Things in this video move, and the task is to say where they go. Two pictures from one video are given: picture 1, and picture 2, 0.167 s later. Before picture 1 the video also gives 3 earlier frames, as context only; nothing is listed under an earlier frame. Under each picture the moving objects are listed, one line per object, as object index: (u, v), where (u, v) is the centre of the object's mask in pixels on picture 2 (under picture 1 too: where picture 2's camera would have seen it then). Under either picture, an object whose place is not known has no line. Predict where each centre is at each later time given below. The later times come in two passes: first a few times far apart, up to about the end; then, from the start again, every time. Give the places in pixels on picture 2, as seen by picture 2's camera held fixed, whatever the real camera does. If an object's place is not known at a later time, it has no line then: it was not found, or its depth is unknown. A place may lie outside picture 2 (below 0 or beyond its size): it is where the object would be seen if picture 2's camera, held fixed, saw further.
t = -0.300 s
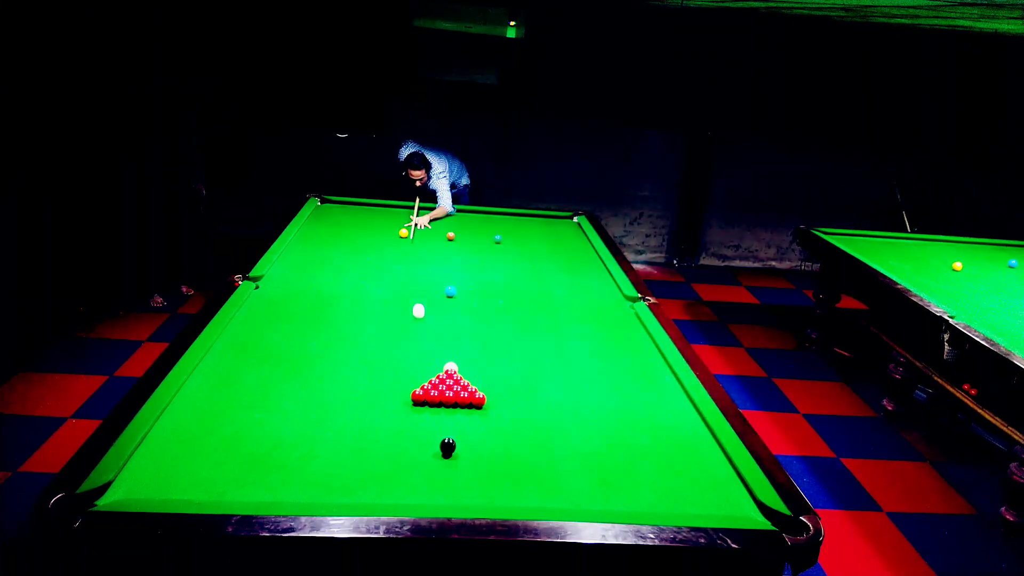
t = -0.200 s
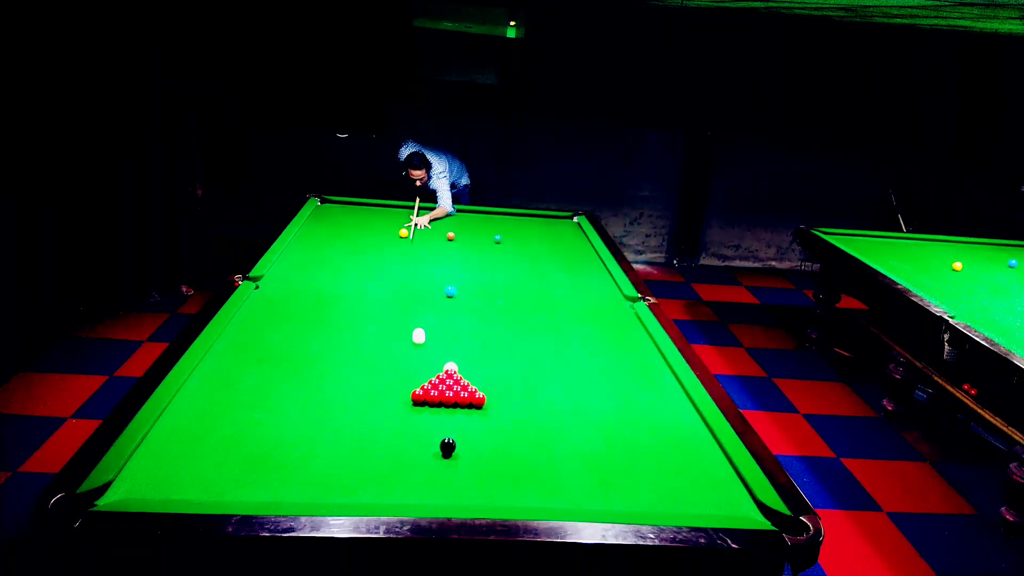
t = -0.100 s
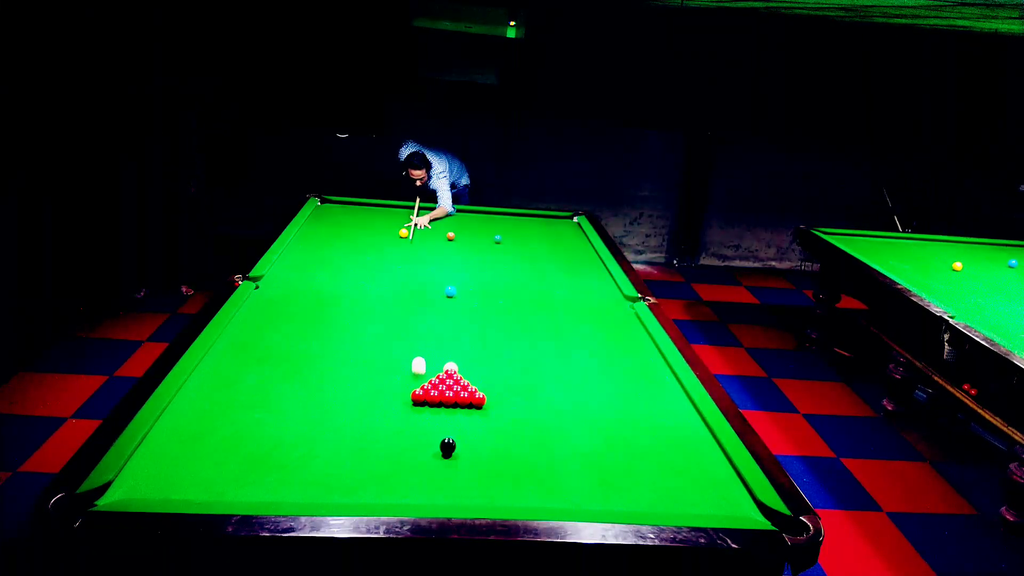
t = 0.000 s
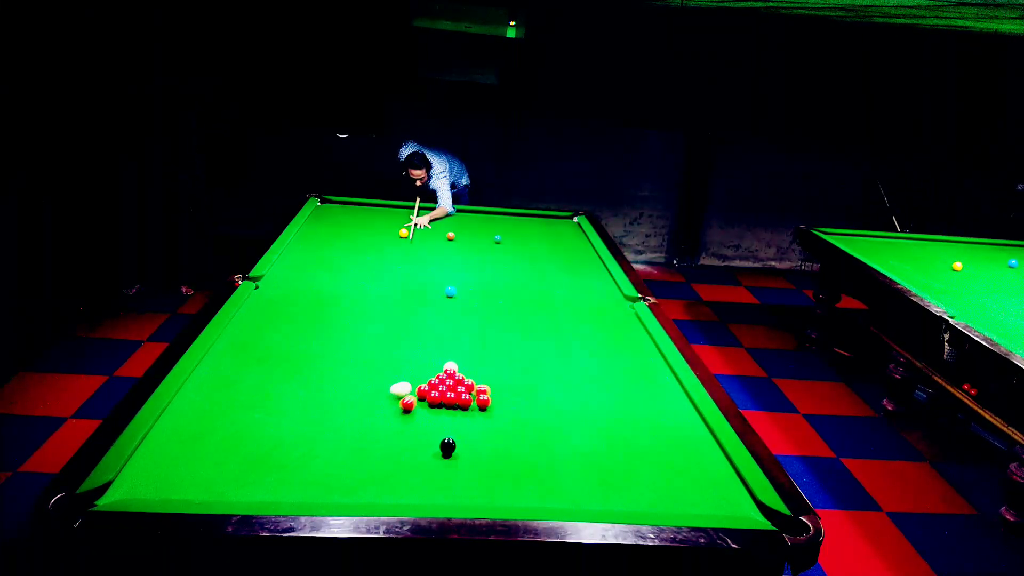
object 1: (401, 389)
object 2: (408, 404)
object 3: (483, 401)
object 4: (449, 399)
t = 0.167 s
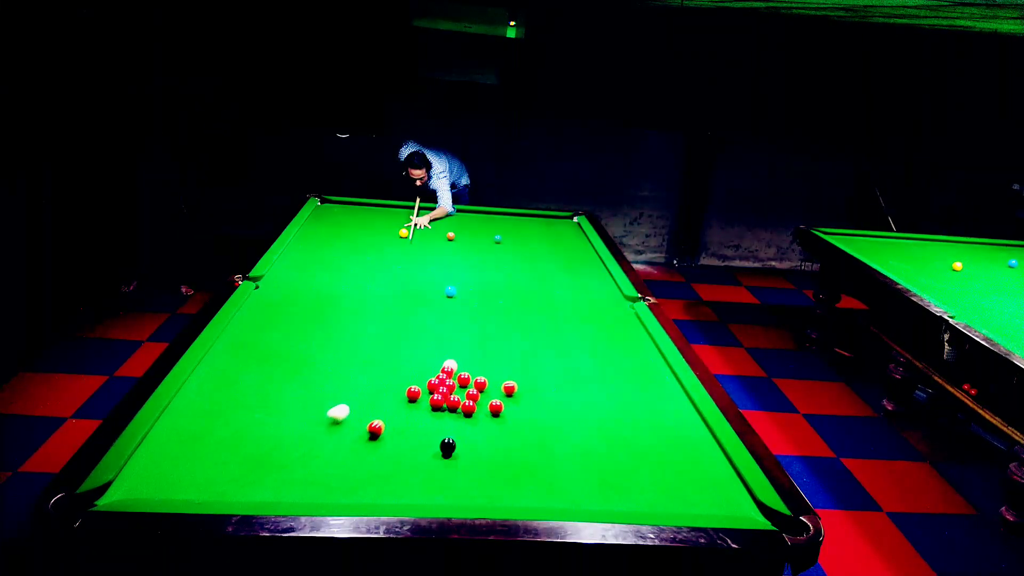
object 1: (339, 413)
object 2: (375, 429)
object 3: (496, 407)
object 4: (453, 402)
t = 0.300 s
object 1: (287, 441)
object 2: (349, 450)
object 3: (506, 411)
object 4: (456, 405)
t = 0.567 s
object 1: (168, 487)
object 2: (289, 494)
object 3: (525, 419)
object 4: (460, 410)
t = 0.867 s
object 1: (205, 438)
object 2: (273, 467)
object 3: (545, 428)
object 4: (464, 414)
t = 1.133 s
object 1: (289, 403)
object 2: (265, 438)
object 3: (561, 436)
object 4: (467, 416)
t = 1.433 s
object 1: (363, 372)
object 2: (257, 413)
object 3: (578, 443)
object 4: (470, 418)
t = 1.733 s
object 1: (422, 348)
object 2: (250, 391)
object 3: (593, 450)
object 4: (470, 419)
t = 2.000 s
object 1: (465, 330)
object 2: (244, 375)
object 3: (604, 455)
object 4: (470, 419)
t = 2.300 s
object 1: (505, 313)
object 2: (238, 360)
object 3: (614, 460)
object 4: (470, 419)
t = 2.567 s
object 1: (536, 300)
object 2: (233, 348)
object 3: (620, 462)
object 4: (470, 419)
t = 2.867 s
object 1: (565, 288)
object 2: (228, 336)
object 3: (624, 464)
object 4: (470, 419)
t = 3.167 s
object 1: (590, 277)
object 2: (237, 329)
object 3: (625, 465)
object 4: (470, 419)
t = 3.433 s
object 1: (600, 269)
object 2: (246, 323)
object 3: (625, 465)
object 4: (470, 419)
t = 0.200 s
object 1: (326, 419)
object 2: (369, 434)
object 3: (498, 408)
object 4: (454, 403)
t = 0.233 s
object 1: (313, 426)
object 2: (362, 440)
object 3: (501, 409)
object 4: (455, 403)
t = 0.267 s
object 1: (300, 433)
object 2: (356, 445)
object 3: (503, 410)
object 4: (455, 404)
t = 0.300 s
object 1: (287, 441)
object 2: (349, 450)
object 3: (506, 411)
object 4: (456, 405)
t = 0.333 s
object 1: (273, 448)
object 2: (342, 456)
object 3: (508, 412)
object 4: (456, 406)
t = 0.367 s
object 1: (258, 456)
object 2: (335, 461)
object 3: (510, 413)
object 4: (457, 406)
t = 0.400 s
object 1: (243, 464)
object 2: (327, 467)
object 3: (513, 414)
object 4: (458, 407)
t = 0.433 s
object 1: (228, 472)
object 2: (320, 473)
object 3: (515, 415)
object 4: (458, 407)
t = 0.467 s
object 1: (212, 481)
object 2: (312, 479)
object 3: (518, 416)
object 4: (459, 408)
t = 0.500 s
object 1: (195, 489)
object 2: (304, 486)
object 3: (520, 417)
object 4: (459, 409)
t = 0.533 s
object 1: (179, 493)
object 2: (296, 490)
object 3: (522, 418)
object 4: (460, 409)
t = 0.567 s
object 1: (168, 487)
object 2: (289, 494)
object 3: (525, 419)
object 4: (460, 410)
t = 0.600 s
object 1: (157, 481)
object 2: (282, 496)
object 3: (527, 421)
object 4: (461, 410)
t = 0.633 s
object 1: (147, 474)
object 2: (281, 493)
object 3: (529, 421)
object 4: (461, 411)
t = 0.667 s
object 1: (137, 468)
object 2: (279, 490)
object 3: (531, 422)
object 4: (462, 411)
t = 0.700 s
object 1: (142, 463)
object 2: (278, 487)
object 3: (534, 423)
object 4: (462, 412)
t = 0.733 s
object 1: (157, 457)
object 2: (277, 482)
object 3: (536, 424)
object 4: (463, 412)
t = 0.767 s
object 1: (170, 452)
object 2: (276, 478)
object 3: (538, 425)
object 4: (463, 413)
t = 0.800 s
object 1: (182, 447)
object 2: (275, 474)
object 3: (540, 427)
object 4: (464, 413)
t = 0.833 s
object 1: (194, 442)
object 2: (274, 470)
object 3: (542, 427)
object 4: (464, 413)
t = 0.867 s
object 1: (205, 438)
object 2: (273, 467)
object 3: (545, 428)
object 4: (464, 414)
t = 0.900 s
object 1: (217, 433)
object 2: (272, 463)
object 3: (547, 429)
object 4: (465, 414)
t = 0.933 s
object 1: (228, 428)
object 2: (271, 459)
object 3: (549, 431)
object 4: (465, 414)
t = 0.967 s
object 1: (239, 424)
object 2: (270, 455)
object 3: (551, 431)
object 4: (465, 415)
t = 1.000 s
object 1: (250, 420)
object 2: (269, 452)
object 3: (553, 432)
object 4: (466, 415)
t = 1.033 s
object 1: (260, 415)
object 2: (268, 449)
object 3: (555, 433)
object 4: (466, 415)
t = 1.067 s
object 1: (270, 411)
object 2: (267, 446)
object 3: (557, 434)
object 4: (467, 416)
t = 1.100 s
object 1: (280, 407)
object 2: (266, 443)
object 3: (559, 435)
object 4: (467, 416)
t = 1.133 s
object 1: (289, 403)
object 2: (265, 438)
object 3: (561, 436)
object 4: (467, 416)
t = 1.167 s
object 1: (298, 399)
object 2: (264, 436)
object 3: (563, 436)
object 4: (468, 416)
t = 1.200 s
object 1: (307, 395)
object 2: (263, 433)
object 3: (565, 437)
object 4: (468, 417)
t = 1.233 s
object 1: (316, 392)
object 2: (263, 429)
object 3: (567, 438)
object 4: (468, 417)
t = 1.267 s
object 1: (324, 388)
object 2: (261, 427)
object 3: (569, 439)
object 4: (469, 417)
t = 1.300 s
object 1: (333, 385)
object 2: (260, 424)
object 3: (571, 440)
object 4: (469, 417)
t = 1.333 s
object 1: (341, 382)
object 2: (260, 420)
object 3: (573, 441)
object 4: (469, 418)
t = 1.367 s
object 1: (348, 378)
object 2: (259, 418)
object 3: (575, 442)
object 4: (470, 418)
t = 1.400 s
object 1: (356, 375)
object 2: (258, 416)
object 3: (576, 442)
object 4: (470, 418)
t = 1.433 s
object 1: (363, 372)
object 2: (257, 413)
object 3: (578, 443)
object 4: (470, 418)
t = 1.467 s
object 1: (371, 369)
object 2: (257, 410)
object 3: (580, 444)
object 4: (470, 418)
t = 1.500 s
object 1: (377, 366)
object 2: (255, 408)
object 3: (581, 445)
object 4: (470, 419)
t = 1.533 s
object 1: (384, 363)
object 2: (255, 405)
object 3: (583, 446)
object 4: (470, 419)
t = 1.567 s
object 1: (391, 361)
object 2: (254, 403)
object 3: (585, 447)
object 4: (470, 419)
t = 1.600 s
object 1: (398, 358)
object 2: (253, 400)
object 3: (586, 447)
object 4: (470, 419)
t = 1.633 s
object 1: (404, 355)
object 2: (252, 398)
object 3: (588, 448)
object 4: (470, 419)
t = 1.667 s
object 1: (410, 352)
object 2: (251, 396)
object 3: (590, 449)
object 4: (470, 419)
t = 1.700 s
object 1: (416, 350)
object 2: (251, 393)
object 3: (591, 449)
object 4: (470, 419)
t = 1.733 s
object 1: (422, 348)
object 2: (250, 391)
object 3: (593, 450)
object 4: (470, 419)
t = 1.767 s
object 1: (428, 345)
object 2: (249, 389)
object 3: (594, 451)
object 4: (470, 419)
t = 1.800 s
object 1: (433, 343)
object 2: (248, 387)
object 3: (596, 452)
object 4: (470, 419)
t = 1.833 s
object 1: (439, 340)
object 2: (247, 385)
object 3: (597, 452)
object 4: (470, 419)
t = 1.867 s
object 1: (444, 338)
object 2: (247, 383)
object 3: (599, 452)
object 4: (470, 419)
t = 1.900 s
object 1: (450, 336)
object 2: (246, 381)
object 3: (600, 453)
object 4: (470, 419)
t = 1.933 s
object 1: (455, 334)
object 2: (245, 379)
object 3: (601, 454)
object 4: (470, 419)
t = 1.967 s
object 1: (460, 332)
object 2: (244, 377)
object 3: (602, 455)
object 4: (470, 419)
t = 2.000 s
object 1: (465, 330)
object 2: (244, 375)
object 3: (604, 455)
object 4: (470, 419)
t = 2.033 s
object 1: (470, 328)
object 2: (243, 373)
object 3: (605, 455)
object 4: (470, 419)
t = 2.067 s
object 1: (474, 326)
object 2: (243, 371)
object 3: (606, 456)
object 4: (470, 419)
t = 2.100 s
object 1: (479, 324)
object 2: (242, 370)
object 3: (608, 457)
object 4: (470, 419)
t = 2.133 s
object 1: (484, 322)
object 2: (241, 368)
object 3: (609, 457)
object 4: (470, 419)
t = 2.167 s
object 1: (488, 320)
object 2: (240, 366)
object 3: (610, 458)
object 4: (470, 419)
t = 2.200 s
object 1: (492, 318)
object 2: (240, 365)
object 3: (611, 458)
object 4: (470, 419)
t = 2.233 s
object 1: (497, 316)
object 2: (239, 363)
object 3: (612, 459)
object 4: (470, 419)
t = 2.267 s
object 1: (501, 315)
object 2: (238, 361)
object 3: (613, 459)
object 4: (470, 419)
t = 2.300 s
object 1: (505, 313)
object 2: (238, 360)
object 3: (614, 460)
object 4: (470, 419)
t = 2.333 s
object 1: (509, 311)
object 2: (237, 358)
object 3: (615, 460)
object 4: (470, 419)
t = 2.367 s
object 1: (513, 310)
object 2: (237, 356)
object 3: (616, 460)
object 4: (470, 419)
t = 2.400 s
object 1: (517, 308)
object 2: (236, 355)
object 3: (617, 461)
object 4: (470, 419)
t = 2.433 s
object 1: (521, 306)
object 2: (235, 353)
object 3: (617, 461)
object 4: (470, 419)
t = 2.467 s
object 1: (525, 305)
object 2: (235, 352)
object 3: (618, 461)
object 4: (470, 419)
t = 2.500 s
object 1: (528, 303)
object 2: (234, 351)
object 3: (619, 462)
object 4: (470, 419)
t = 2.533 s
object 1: (532, 302)
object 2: (234, 349)
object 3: (620, 462)
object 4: (470, 419)
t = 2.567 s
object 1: (536, 300)
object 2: (233, 348)
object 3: (620, 462)
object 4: (470, 419)
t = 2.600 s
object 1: (539, 299)
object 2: (232, 346)
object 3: (621, 463)
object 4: (470, 419)
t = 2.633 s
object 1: (542, 297)
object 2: (232, 345)
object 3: (622, 463)
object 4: (470, 419)
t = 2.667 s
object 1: (546, 296)
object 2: (231, 344)
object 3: (622, 463)
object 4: (470, 419)
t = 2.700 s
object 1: (549, 294)
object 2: (231, 342)
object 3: (623, 463)
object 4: (470, 419)
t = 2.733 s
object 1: (552, 293)
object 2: (230, 341)
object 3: (623, 463)
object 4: (470, 419)
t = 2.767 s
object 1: (556, 292)
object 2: (230, 339)
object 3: (623, 463)
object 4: (470, 419)
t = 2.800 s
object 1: (559, 290)
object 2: (229, 339)
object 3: (624, 464)
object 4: (470, 419)
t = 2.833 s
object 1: (562, 289)
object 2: (228, 337)
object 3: (624, 464)
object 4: (470, 419)
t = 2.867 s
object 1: (565, 288)
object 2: (228, 336)
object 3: (624, 464)
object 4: (470, 419)
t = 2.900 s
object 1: (568, 287)
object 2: (227, 335)
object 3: (625, 464)
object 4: (470, 419)
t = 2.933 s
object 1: (571, 285)
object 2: (229, 334)
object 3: (625, 464)
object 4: (470, 419)
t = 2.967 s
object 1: (574, 284)
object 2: (230, 333)
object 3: (625, 465)
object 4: (470, 419)
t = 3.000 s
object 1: (577, 283)
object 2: (231, 333)
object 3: (625, 465)
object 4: (470, 419)
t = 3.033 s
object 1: (580, 282)
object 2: (233, 332)
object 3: (625, 465)
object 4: (470, 419)
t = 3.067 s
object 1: (582, 281)
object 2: (234, 331)
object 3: (625, 465)
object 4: (470, 419)
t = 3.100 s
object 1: (585, 280)
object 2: (235, 330)
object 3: (625, 465)
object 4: (470, 419)
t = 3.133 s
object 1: (588, 278)
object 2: (236, 329)
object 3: (625, 465)
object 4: (470, 419)
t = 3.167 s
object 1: (590, 277)
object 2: (237, 329)
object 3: (625, 465)
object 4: (470, 419)
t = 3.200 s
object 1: (593, 276)
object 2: (239, 328)
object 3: (625, 465)
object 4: (470, 419)
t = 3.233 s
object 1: (595, 275)
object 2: (240, 327)
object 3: (625, 465)
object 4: (470, 419)
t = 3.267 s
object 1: (598, 274)
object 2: (241, 327)
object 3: (625, 465)
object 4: (470, 419)
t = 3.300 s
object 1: (600, 273)
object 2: (242, 326)
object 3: (625, 465)
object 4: (470, 419)
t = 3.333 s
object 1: (603, 272)
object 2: (243, 325)
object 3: (625, 465)
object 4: (470, 419)
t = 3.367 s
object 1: (605, 271)
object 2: (244, 325)
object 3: (625, 465)
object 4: (470, 419)
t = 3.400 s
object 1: (603, 270)
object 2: (245, 324)
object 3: (625, 465)
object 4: (470, 419)
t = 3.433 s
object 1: (600, 269)
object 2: (246, 323)
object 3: (625, 465)
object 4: (470, 419)
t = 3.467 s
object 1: (598, 268)
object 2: (247, 323)
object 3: (625, 465)
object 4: (470, 419)
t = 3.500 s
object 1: (596, 267)
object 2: (248, 322)
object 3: (625, 465)
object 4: (470, 419)
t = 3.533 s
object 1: (594, 267)
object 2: (249, 322)
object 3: (625, 465)
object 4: (470, 419)
